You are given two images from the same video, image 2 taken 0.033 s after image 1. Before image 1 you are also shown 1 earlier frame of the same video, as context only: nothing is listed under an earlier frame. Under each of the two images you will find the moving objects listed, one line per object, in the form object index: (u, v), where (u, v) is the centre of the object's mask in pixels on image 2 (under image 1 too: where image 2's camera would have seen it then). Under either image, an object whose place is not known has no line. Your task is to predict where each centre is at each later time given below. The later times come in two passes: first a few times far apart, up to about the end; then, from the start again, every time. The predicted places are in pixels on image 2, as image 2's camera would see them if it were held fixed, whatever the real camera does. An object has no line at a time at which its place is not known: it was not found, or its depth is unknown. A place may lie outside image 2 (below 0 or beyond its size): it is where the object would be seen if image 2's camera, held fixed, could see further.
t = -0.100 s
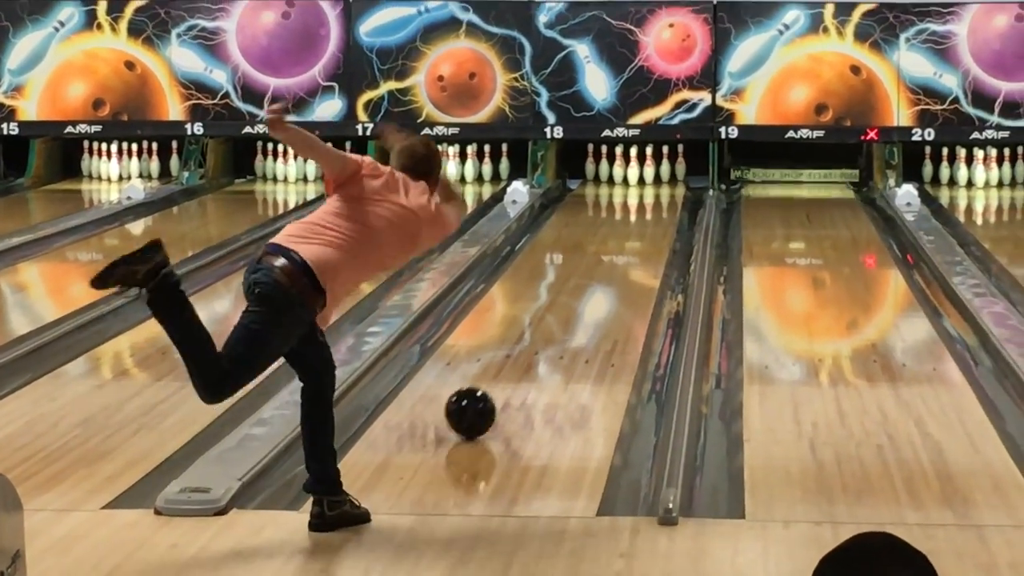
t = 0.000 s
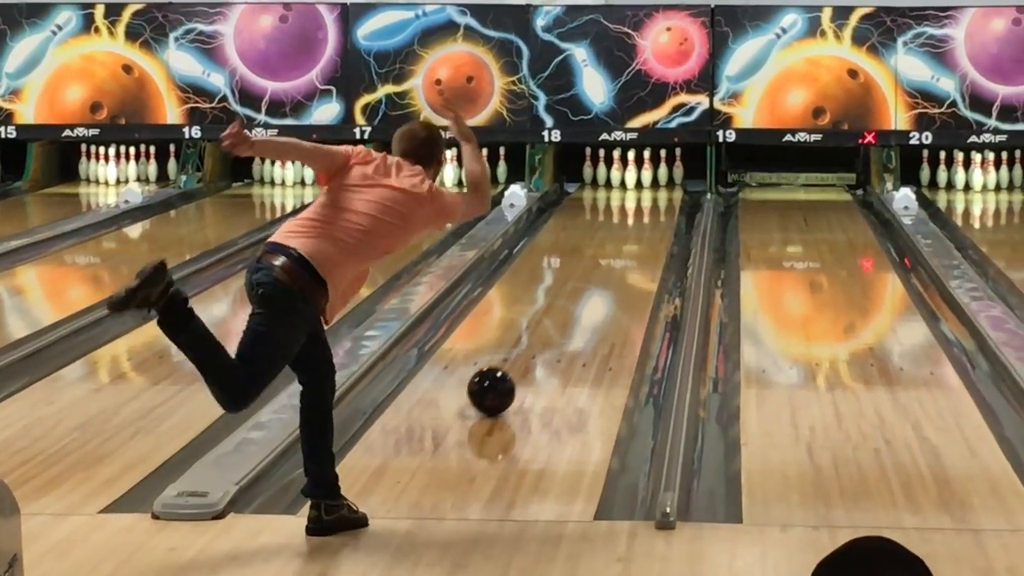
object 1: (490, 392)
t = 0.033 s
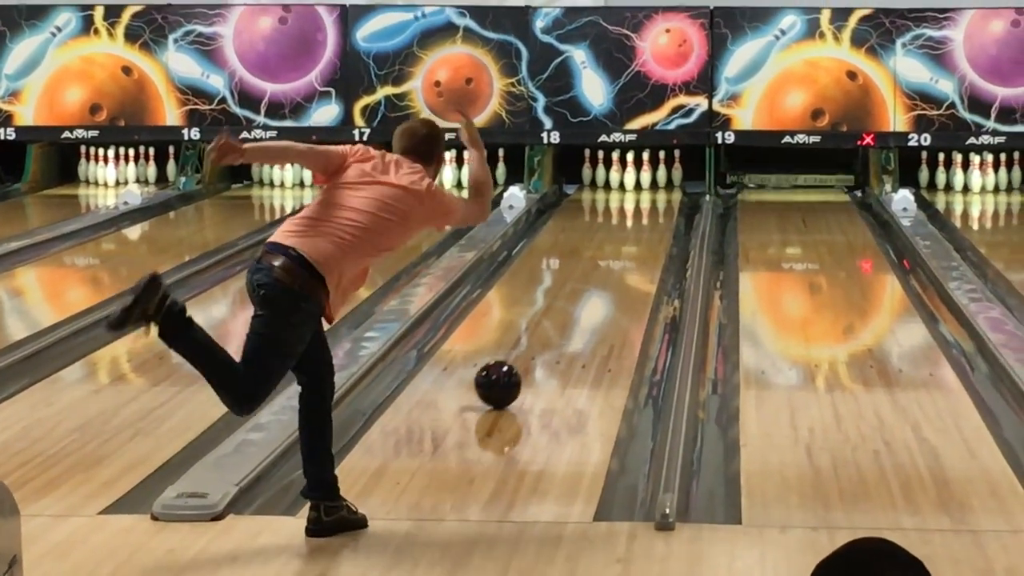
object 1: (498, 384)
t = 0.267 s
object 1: (541, 336)
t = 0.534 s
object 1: (577, 295)
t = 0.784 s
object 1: (602, 265)
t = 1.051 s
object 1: (623, 239)
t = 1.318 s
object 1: (639, 219)
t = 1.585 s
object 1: (647, 201)
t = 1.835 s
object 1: (644, 189)
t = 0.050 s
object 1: (501, 380)
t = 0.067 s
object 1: (505, 376)
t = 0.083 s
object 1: (508, 373)
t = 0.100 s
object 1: (511, 369)
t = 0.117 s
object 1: (515, 366)
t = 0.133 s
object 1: (518, 362)
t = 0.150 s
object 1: (521, 359)
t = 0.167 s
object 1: (524, 356)
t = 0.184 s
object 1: (527, 352)
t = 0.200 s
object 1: (530, 349)
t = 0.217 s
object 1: (532, 346)
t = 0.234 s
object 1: (535, 343)
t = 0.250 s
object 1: (538, 339)
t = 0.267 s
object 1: (541, 336)
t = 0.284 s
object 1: (543, 333)
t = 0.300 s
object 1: (546, 331)
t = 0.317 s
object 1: (548, 328)
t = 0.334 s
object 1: (551, 325)
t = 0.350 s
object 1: (553, 322)
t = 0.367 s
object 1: (555, 319)
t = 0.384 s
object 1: (558, 317)
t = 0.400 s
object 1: (560, 314)
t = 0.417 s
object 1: (562, 312)
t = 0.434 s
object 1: (564, 310)
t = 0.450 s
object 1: (566, 307)
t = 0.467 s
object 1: (569, 305)
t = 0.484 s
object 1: (571, 302)
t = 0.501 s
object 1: (573, 300)
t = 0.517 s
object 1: (575, 297)
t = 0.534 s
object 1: (577, 295)
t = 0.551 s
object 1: (579, 293)
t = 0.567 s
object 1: (580, 290)
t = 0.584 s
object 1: (582, 289)
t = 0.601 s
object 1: (584, 286)
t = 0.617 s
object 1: (586, 284)
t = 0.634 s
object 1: (588, 282)
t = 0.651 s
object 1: (590, 280)
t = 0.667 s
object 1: (591, 278)
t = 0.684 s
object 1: (593, 276)
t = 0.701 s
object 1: (594, 275)
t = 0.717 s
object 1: (596, 273)
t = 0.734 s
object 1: (598, 271)
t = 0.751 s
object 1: (599, 269)
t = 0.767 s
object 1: (601, 267)
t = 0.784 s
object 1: (602, 265)
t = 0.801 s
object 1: (604, 264)
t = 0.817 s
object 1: (605, 262)
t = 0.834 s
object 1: (606, 260)
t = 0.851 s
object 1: (608, 258)
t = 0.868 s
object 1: (609, 257)
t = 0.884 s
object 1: (611, 255)
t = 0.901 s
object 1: (612, 254)
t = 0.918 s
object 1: (613, 252)
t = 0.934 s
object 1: (615, 250)
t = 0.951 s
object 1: (616, 249)
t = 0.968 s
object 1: (617, 247)
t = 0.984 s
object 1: (618, 246)
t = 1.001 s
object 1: (620, 244)
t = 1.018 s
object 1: (620, 243)
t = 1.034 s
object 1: (622, 241)
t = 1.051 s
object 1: (623, 239)
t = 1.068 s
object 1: (624, 238)
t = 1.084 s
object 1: (625, 237)
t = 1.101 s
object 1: (626, 235)
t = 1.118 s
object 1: (627, 234)
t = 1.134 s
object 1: (628, 233)
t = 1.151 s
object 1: (629, 231)
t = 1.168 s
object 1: (630, 230)
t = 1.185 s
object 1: (631, 229)
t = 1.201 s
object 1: (632, 227)
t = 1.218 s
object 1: (633, 226)
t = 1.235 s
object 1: (634, 225)
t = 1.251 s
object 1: (635, 224)
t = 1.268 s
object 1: (636, 222)
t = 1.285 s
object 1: (637, 221)
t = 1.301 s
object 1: (638, 220)
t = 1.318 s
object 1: (639, 219)
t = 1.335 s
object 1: (639, 218)
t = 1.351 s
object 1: (640, 216)
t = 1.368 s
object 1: (641, 215)
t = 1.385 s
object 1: (642, 213)
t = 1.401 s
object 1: (643, 213)
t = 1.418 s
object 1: (643, 212)
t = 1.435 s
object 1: (644, 211)
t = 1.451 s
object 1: (644, 210)
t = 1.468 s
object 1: (644, 209)
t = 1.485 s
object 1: (645, 207)
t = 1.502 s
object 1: (645, 206)
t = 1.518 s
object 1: (646, 205)
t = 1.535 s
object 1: (646, 204)
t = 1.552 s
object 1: (646, 203)
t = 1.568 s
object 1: (646, 202)
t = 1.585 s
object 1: (647, 201)
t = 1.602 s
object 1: (647, 201)
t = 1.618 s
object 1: (647, 200)
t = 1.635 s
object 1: (647, 199)
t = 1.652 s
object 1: (647, 199)
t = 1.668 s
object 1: (647, 198)
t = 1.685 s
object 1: (647, 197)
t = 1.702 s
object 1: (647, 196)
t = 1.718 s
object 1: (646, 195)
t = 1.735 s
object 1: (646, 194)
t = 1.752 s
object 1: (646, 193)
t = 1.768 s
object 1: (646, 192)
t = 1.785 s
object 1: (646, 192)
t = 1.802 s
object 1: (645, 191)
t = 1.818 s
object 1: (645, 190)
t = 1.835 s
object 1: (644, 189)
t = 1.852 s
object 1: (644, 188)
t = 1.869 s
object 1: (643, 188)
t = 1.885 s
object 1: (642, 187)
